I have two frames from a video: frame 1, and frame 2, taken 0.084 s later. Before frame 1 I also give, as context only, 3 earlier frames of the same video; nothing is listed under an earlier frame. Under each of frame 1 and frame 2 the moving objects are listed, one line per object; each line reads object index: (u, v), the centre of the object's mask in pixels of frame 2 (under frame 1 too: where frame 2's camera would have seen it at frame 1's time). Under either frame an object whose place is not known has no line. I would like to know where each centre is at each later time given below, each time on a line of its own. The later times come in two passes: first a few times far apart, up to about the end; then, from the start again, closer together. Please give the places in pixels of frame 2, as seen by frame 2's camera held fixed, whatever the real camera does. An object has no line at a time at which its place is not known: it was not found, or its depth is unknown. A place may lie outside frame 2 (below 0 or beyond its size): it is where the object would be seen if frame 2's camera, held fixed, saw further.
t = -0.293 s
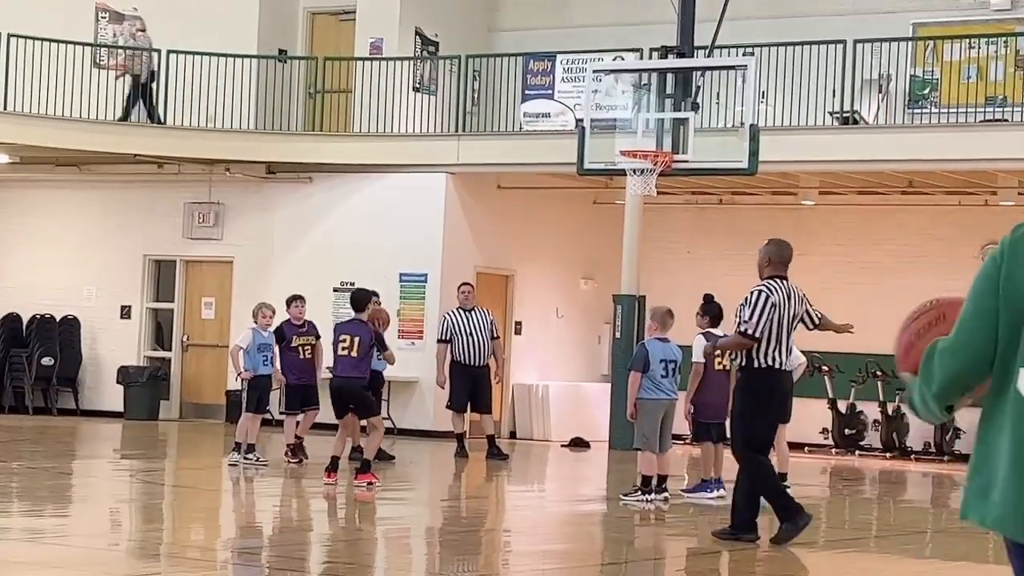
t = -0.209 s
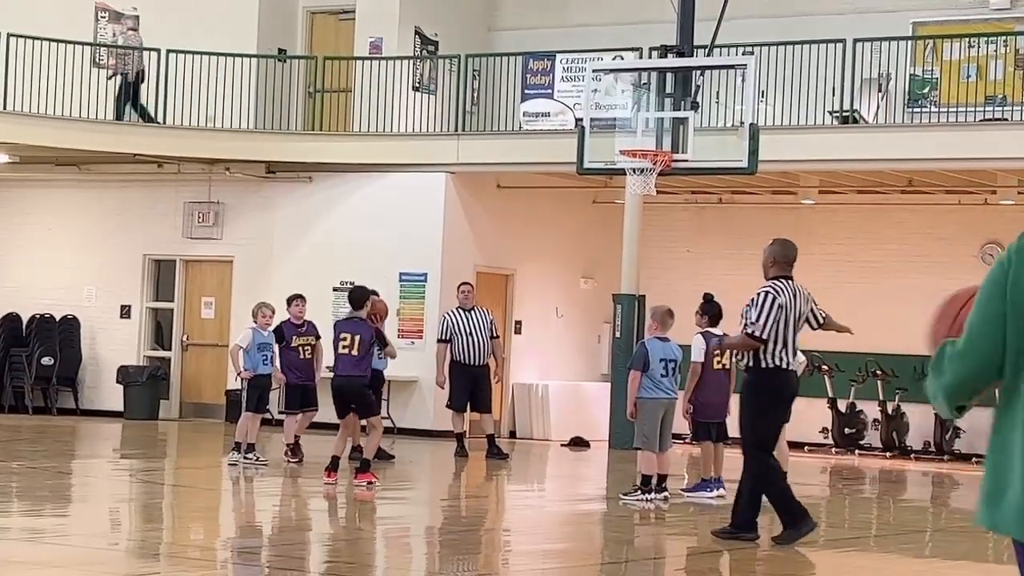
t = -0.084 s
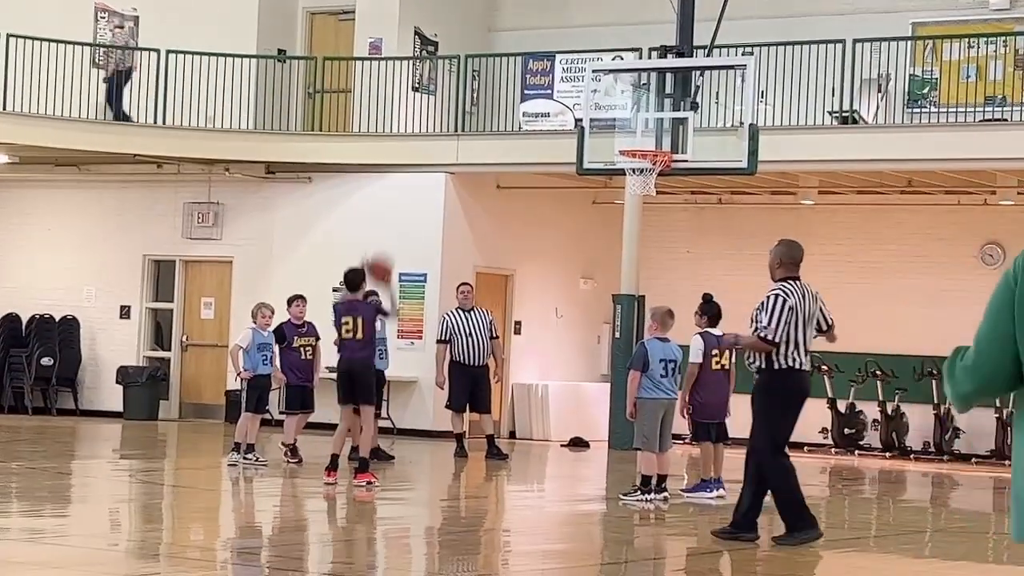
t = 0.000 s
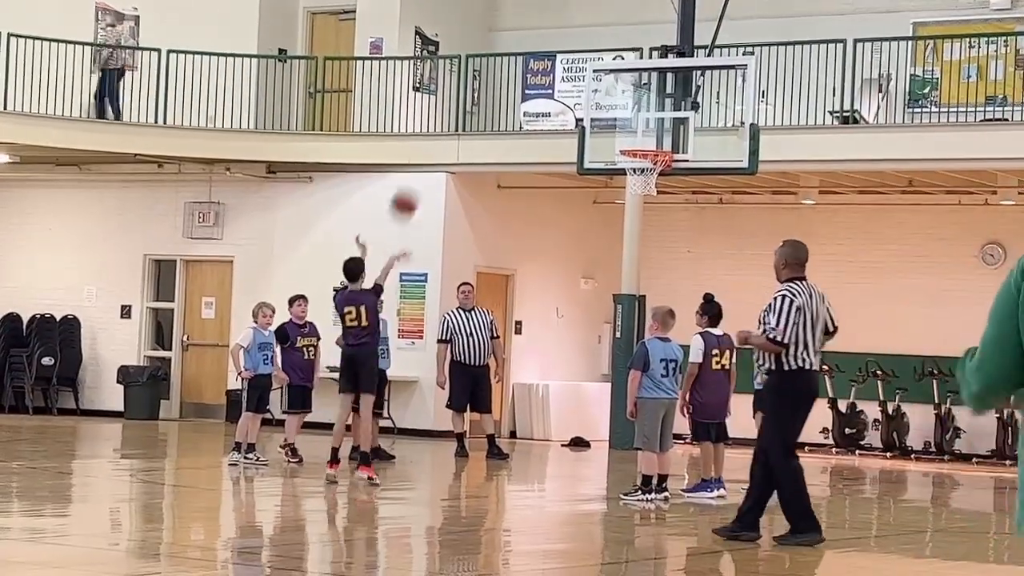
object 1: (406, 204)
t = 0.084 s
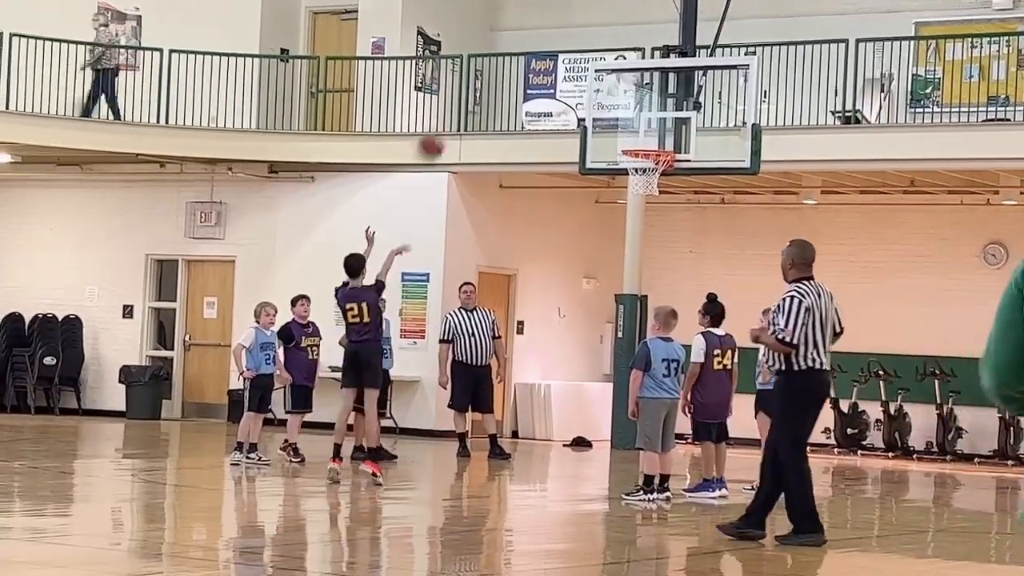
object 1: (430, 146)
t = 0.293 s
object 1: (487, 45)
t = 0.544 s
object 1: (546, 0)
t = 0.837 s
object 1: (605, 24)
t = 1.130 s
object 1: (652, 134)
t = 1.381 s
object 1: (613, 109)
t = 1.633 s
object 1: (567, 133)
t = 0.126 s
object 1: (442, 121)
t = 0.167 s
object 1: (454, 99)
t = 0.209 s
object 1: (465, 79)
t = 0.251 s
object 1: (476, 61)
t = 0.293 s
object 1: (487, 45)
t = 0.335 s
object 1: (497, 33)
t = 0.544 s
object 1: (546, 0)
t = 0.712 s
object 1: (581, 2)
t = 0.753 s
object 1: (589, 7)
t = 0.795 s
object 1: (597, 15)
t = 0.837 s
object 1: (605, 24)
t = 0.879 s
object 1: (612, 35)
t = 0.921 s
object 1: (620, 49)
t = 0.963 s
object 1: (627, 63)
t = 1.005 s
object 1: (634, 80)
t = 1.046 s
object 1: (640, 97)
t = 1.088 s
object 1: (647, 116)
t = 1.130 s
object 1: (652, 134)
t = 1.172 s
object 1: (646, 138)
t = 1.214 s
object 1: (640, 129)
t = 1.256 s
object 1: (633, 122)
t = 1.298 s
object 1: (627, 116)
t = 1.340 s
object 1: (619, 111)
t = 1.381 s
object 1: (613, 109)
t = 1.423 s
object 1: (606, 108)
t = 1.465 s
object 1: (598, 109)
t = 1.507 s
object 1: (591, 112)
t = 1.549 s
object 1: (583, 117)
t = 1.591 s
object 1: (575, 124)
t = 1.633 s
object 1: (567, 133)
